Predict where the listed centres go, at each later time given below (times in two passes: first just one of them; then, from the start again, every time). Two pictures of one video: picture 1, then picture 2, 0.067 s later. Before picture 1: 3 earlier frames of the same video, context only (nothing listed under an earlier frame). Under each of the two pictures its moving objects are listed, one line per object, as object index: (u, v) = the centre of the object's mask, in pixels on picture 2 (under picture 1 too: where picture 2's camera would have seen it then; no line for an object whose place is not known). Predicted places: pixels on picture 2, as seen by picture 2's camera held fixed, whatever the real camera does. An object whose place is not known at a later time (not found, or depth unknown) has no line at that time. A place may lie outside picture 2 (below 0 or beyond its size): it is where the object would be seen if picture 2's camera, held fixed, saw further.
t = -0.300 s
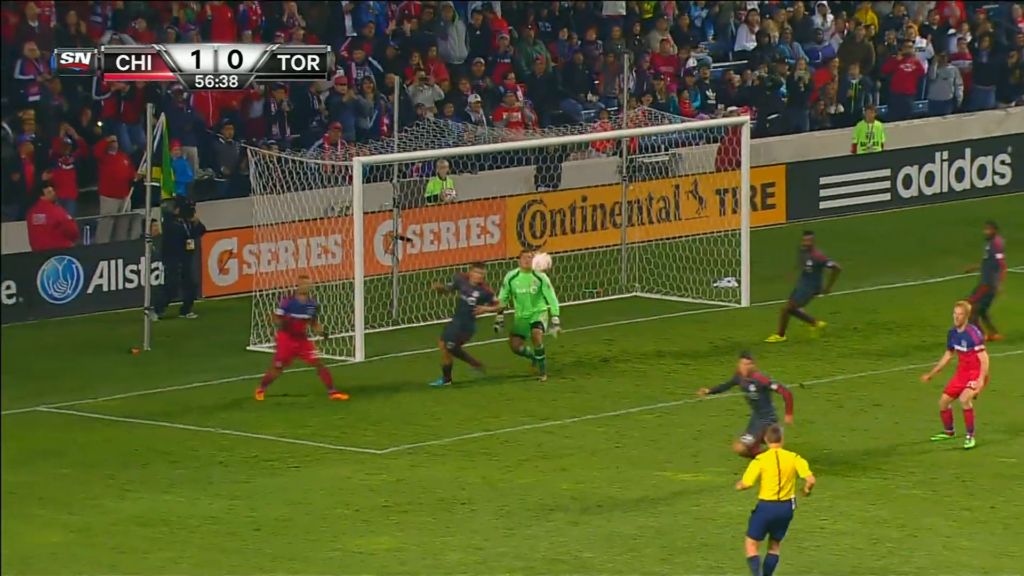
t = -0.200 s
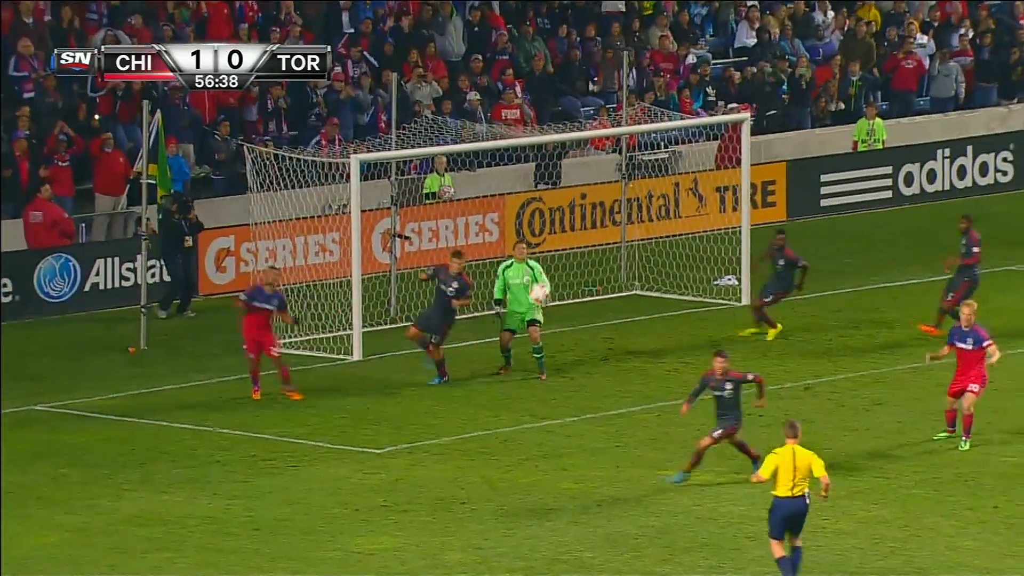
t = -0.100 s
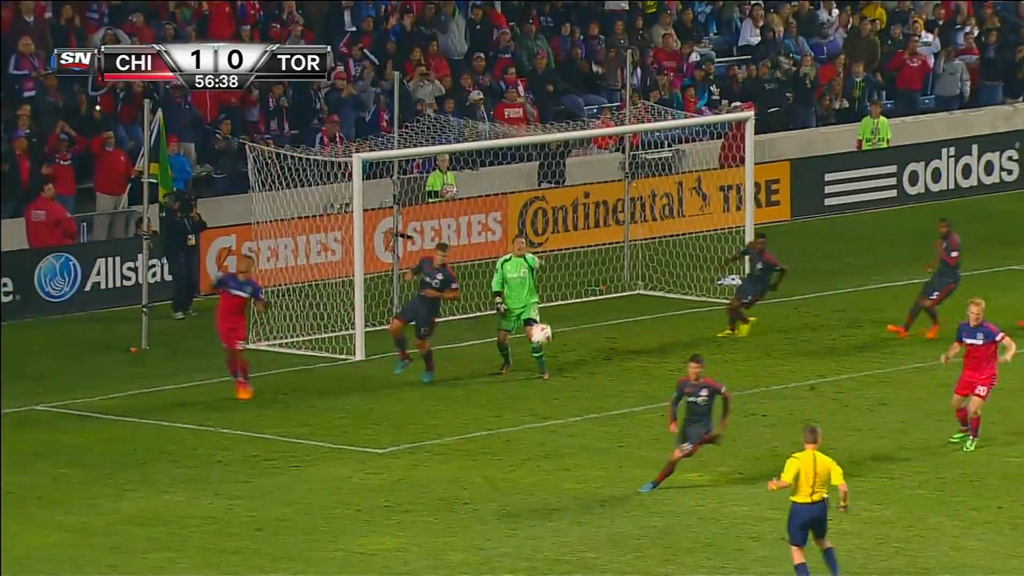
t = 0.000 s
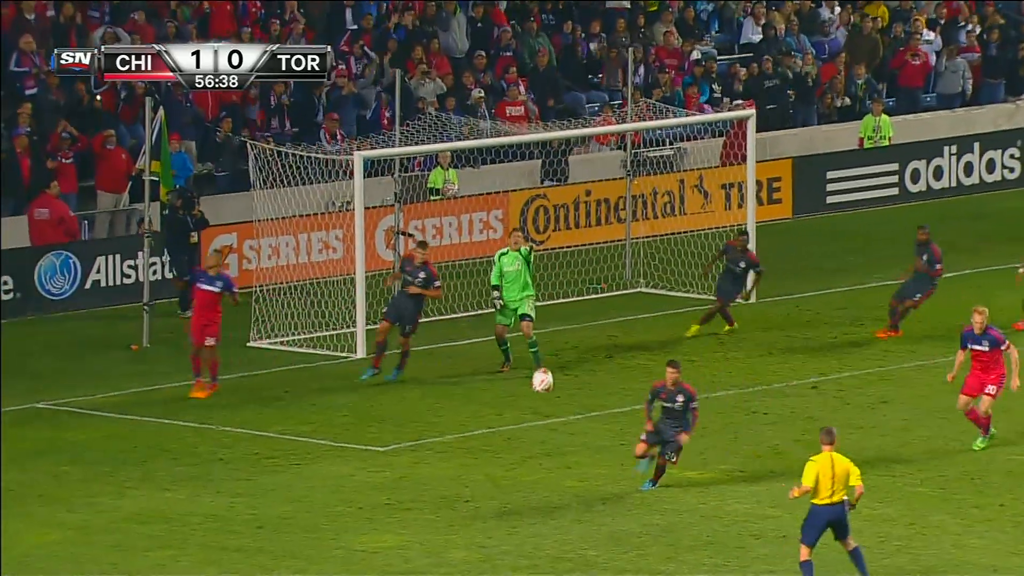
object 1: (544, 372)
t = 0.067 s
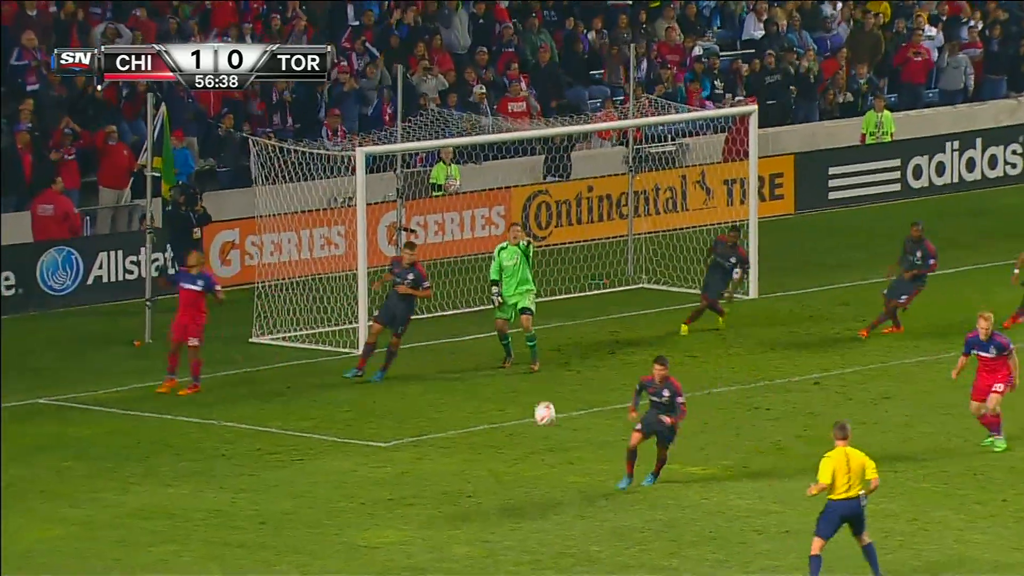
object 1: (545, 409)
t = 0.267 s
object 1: (549, 532)
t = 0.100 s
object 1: (547, 429)
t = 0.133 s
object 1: (547, 451)
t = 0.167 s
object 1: (547, 474)
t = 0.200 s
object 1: (547, 496)
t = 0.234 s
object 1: (548, 521)
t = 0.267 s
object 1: (549, 532)
